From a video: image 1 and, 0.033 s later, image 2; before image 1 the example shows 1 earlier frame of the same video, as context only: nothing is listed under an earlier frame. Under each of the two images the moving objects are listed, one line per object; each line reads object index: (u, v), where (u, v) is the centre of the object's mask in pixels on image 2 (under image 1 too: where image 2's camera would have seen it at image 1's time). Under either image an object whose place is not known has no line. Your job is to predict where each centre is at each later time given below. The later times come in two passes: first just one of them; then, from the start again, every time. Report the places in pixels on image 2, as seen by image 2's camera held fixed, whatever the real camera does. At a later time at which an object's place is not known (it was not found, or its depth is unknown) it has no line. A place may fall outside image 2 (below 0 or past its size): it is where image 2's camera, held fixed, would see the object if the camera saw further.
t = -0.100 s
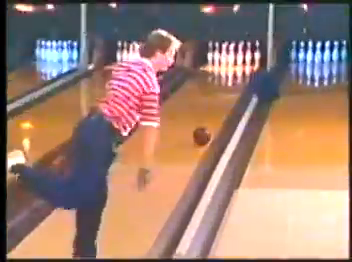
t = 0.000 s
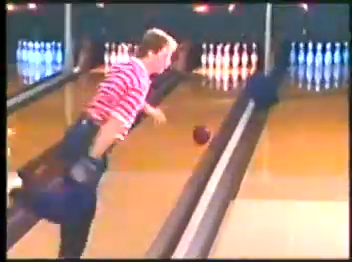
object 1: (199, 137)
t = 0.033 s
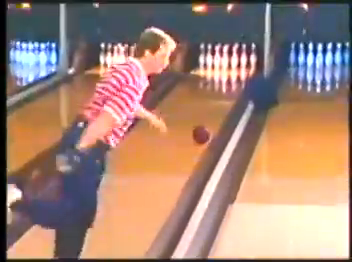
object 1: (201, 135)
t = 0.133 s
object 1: (205, 127)
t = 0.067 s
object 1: (202, 132)
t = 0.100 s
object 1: (203, 130)
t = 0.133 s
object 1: (205, 127)
